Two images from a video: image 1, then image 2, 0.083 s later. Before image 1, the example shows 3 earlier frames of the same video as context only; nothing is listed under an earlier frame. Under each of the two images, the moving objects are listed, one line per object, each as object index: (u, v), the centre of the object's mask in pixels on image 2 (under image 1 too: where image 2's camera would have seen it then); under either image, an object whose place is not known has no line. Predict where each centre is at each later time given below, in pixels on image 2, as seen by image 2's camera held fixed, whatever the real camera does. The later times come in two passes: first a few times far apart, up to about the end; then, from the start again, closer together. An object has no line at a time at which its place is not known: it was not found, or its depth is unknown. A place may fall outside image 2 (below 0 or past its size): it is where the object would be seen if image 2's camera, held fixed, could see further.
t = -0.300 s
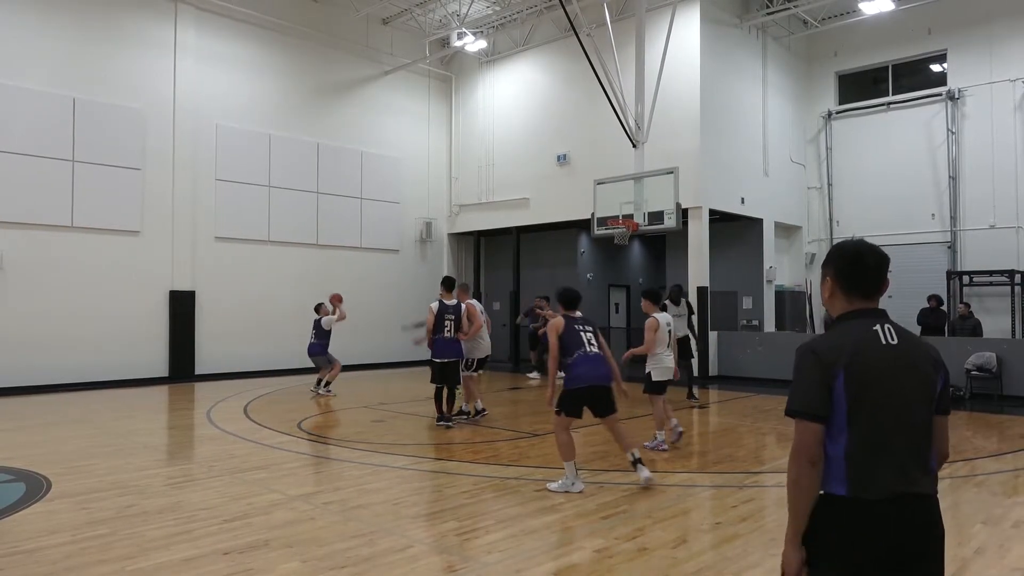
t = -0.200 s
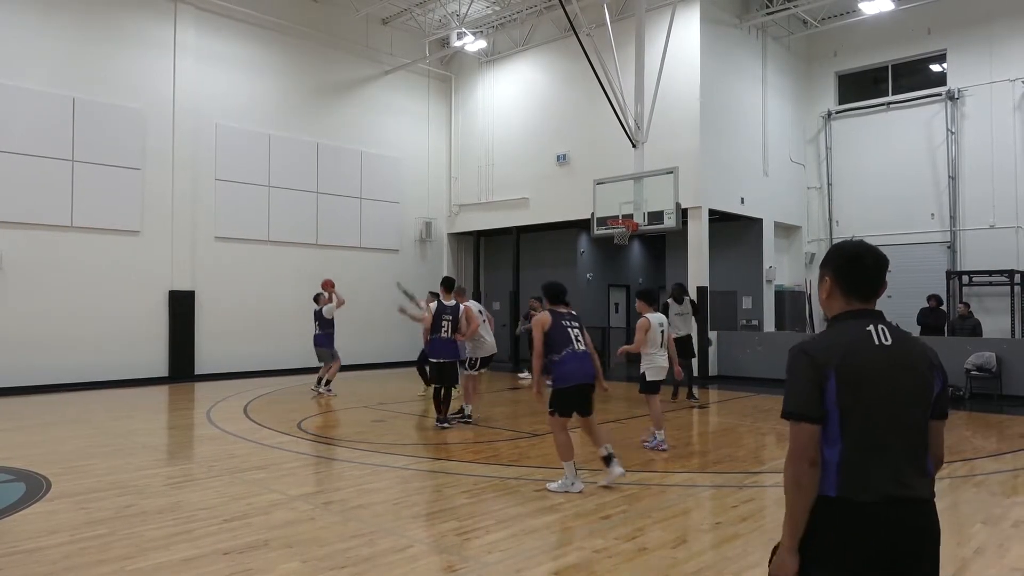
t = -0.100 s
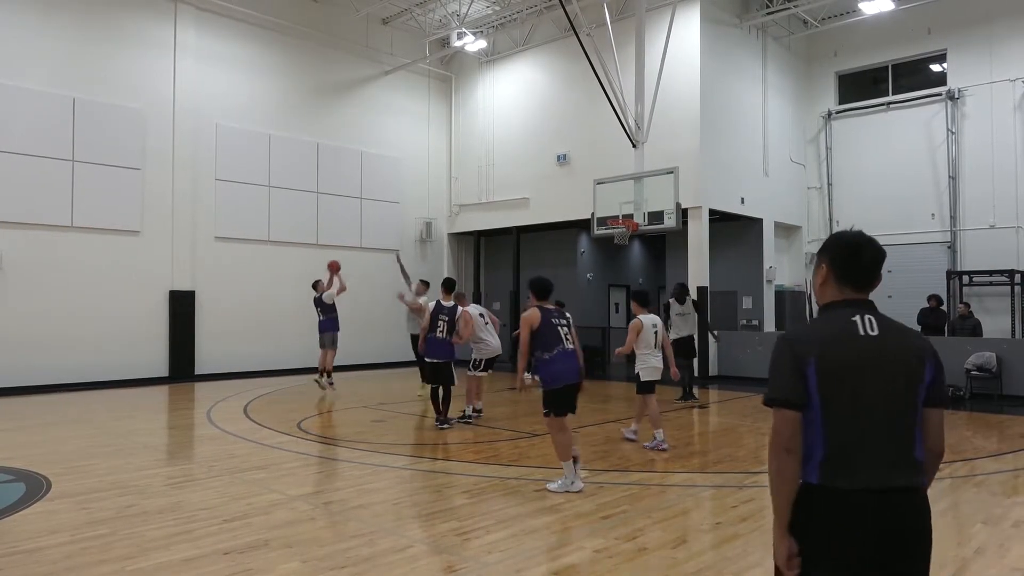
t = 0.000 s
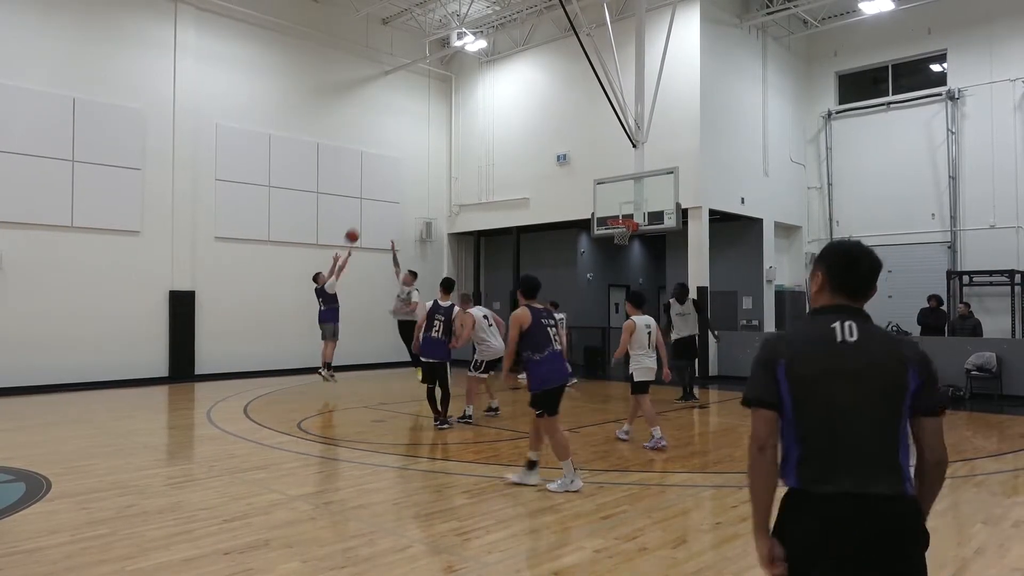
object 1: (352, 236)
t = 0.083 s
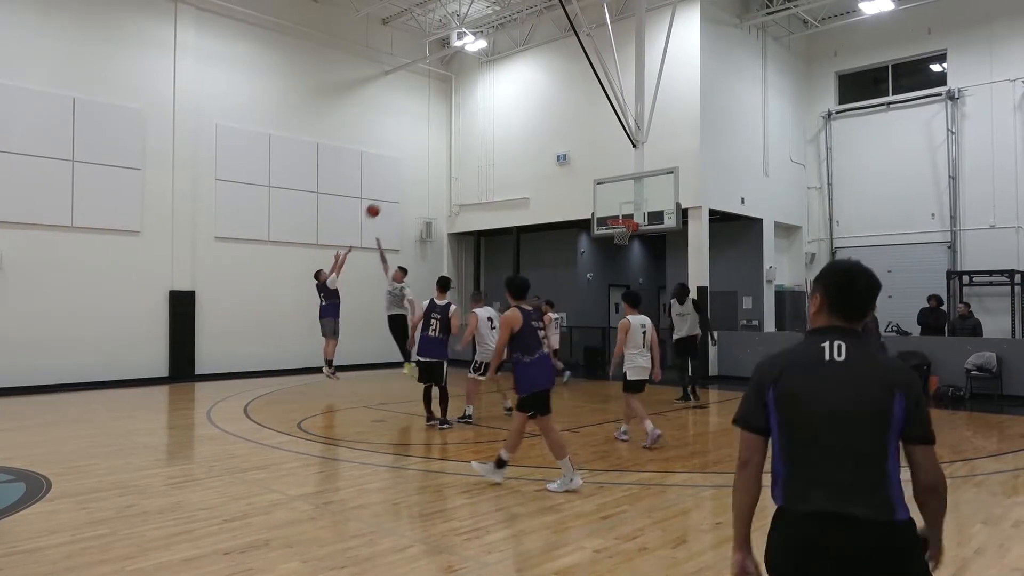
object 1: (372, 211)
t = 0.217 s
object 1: (406, 178)
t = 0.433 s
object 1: (458, 146)
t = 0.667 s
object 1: (513, 140)
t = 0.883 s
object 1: (563, 161)
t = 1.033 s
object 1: (597, 192)
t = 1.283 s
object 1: (625, 250)
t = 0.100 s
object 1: (377, 206)
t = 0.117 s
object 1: (381, 201)
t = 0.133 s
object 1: (385, 197)
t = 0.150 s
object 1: (389, 193)
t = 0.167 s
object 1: (393, 189)
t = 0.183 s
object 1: (398, 185)
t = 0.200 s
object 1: (402, 181)
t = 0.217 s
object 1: (406, 178)
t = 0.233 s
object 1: (410, 174)
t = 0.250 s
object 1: (414, 171)
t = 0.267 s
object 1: (418, 168)
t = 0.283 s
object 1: (422, 165)
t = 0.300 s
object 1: (426, 162)
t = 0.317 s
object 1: (430, 160)
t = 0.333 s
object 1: (434, 157)
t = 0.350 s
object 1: (438, 155)
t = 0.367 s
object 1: (442, 153)
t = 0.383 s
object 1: (446, 151)
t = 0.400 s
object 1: (450, 149)
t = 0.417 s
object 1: (454, 148)
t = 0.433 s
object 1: (458, 146)
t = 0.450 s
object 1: (462, 145)
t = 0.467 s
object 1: (466, 143)
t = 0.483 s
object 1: (470, 142)
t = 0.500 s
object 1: (474, 142)
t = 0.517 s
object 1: (478, 141)
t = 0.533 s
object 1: (482, 140)
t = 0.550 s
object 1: (486, 139)
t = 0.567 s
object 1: (489, 139)
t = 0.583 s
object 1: (493, 139)
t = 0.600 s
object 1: (497, 139)
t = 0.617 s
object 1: (501, 139)
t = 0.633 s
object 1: (505, 140)
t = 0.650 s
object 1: (509, 140)
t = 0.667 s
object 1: (513, 140)
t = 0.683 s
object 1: (517, 141)
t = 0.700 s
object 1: (521, 142)
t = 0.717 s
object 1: (525, 143)
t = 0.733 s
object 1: (529, 144)
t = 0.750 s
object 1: (532, 146)
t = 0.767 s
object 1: (536, 147)
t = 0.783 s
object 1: (540, 149)
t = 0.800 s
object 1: (544, 151)
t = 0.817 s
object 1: (548, 153)
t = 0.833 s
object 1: (551, 155)
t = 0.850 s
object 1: (555, 157)
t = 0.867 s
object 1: (558, 159)
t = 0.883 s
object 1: (563, 161)
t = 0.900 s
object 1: (567, 165)
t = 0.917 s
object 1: (571, 168)
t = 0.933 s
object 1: (574, 170)
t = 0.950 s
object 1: (578, 173)
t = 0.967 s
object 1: (581, 177)
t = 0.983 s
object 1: (585, 180)
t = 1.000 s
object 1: (589, 183)
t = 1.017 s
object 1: (593, 187)
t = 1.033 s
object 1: (597, 192)
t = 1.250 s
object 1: (626, 241)
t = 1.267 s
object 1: (625, 245)
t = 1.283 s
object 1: (625, 250)
